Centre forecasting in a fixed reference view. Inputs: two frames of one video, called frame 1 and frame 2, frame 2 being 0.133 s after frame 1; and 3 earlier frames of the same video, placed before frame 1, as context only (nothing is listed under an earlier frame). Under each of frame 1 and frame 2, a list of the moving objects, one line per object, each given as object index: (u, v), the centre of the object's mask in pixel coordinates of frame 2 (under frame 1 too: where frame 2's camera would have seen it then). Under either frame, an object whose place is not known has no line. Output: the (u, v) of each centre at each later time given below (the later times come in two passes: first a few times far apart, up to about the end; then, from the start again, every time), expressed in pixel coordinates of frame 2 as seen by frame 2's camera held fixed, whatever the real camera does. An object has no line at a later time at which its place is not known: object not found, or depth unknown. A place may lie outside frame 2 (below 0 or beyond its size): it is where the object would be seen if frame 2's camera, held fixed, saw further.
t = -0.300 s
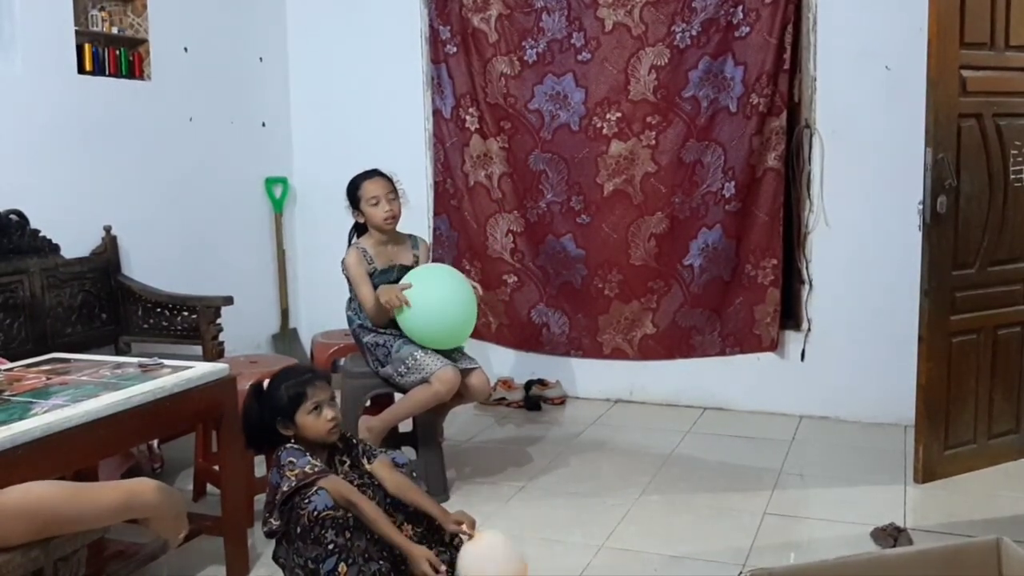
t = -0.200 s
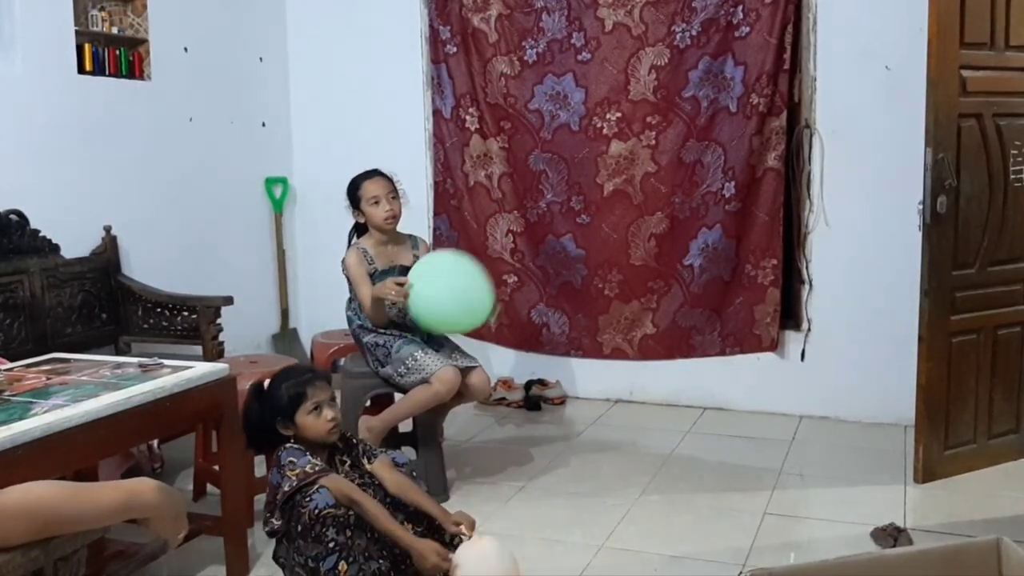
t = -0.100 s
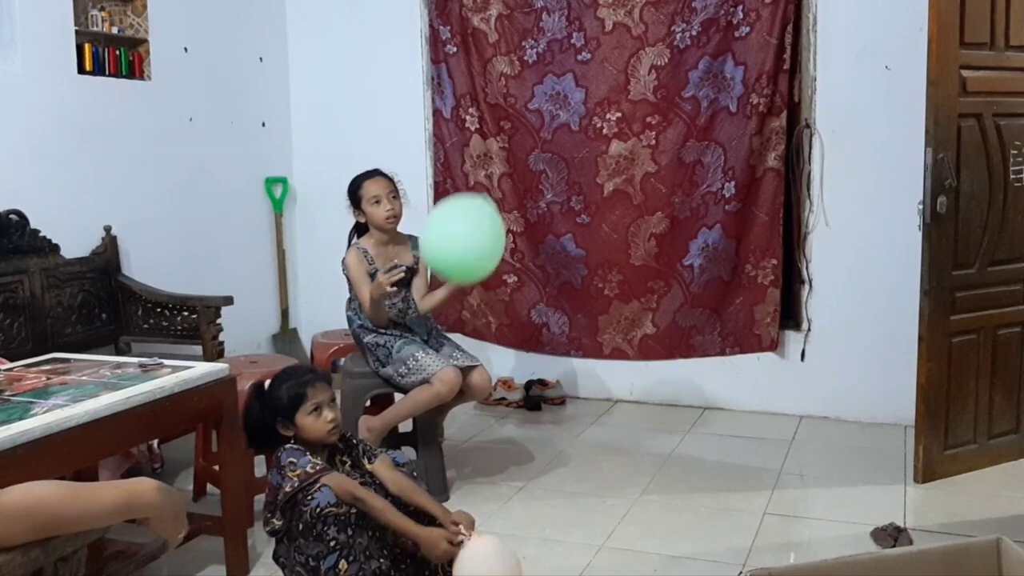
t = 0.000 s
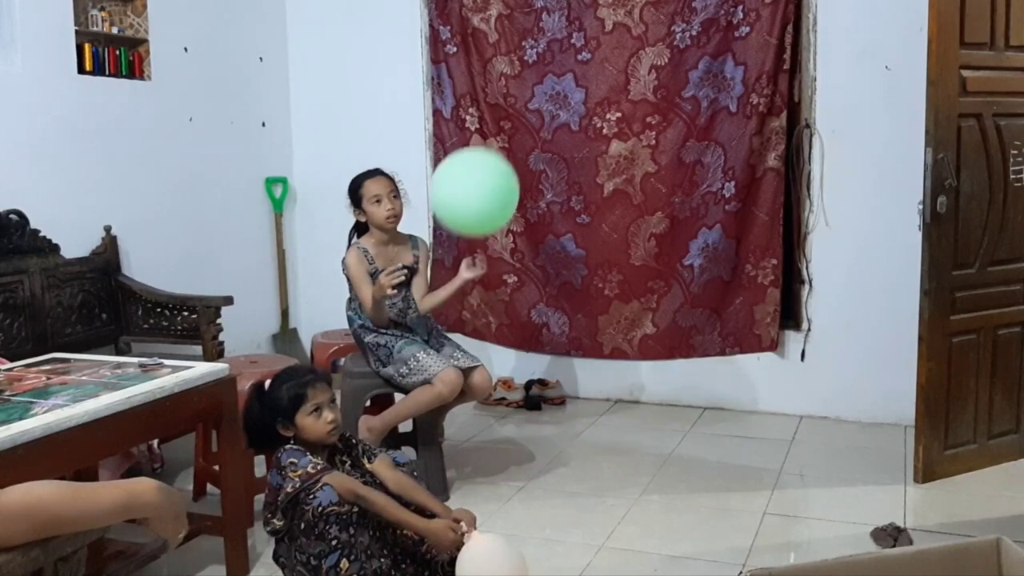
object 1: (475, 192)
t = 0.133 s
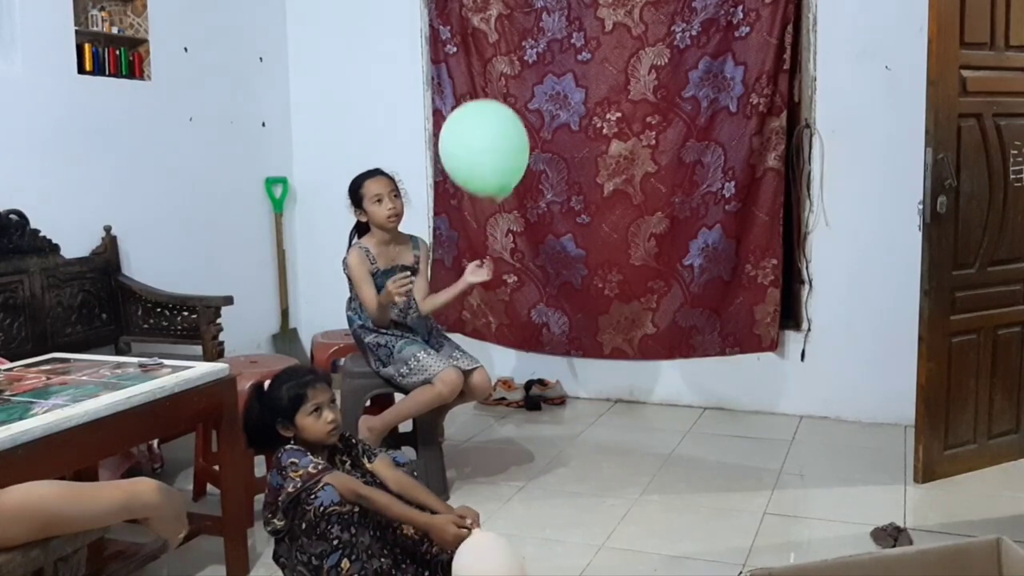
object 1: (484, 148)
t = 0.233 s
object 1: (492, 128)
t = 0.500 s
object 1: (512, 130)
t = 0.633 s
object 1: (527, 159)
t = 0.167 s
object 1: (487, 140)
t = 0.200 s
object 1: (490, 133)
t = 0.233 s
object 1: (492, 128)
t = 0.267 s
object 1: (494, 124)
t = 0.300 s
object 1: (496, 122)
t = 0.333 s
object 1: (498, 121)
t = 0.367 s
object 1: (502, 121)
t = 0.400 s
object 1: (505, 121)
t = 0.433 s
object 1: (507, 122)
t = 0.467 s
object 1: (509, 126)
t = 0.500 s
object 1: (512, 130)
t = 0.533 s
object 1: (515, 136)
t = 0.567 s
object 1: (519, 143)
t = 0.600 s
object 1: (523, 150)
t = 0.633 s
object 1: (527, 159)
